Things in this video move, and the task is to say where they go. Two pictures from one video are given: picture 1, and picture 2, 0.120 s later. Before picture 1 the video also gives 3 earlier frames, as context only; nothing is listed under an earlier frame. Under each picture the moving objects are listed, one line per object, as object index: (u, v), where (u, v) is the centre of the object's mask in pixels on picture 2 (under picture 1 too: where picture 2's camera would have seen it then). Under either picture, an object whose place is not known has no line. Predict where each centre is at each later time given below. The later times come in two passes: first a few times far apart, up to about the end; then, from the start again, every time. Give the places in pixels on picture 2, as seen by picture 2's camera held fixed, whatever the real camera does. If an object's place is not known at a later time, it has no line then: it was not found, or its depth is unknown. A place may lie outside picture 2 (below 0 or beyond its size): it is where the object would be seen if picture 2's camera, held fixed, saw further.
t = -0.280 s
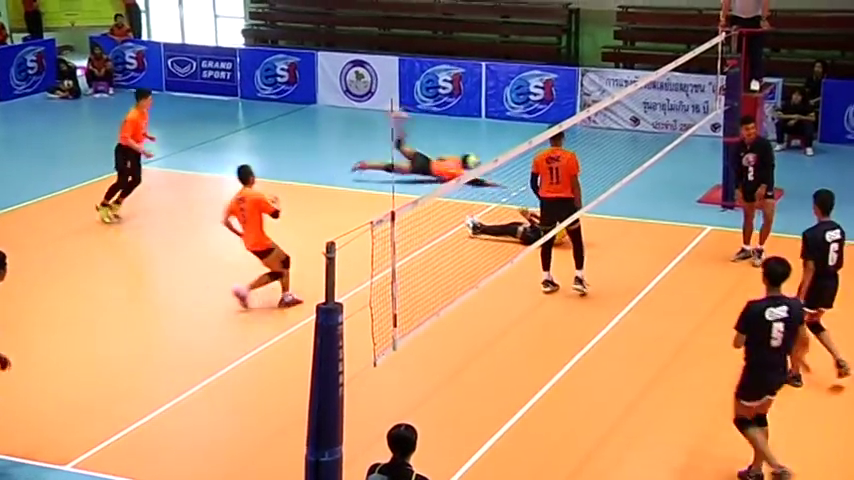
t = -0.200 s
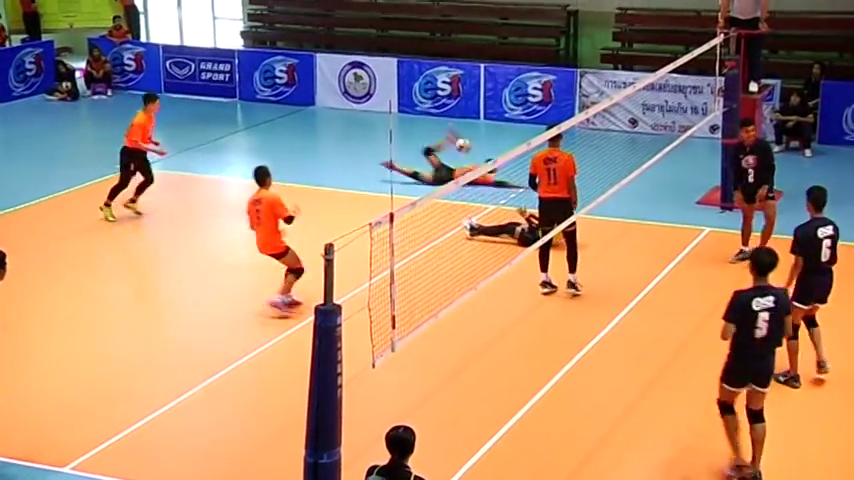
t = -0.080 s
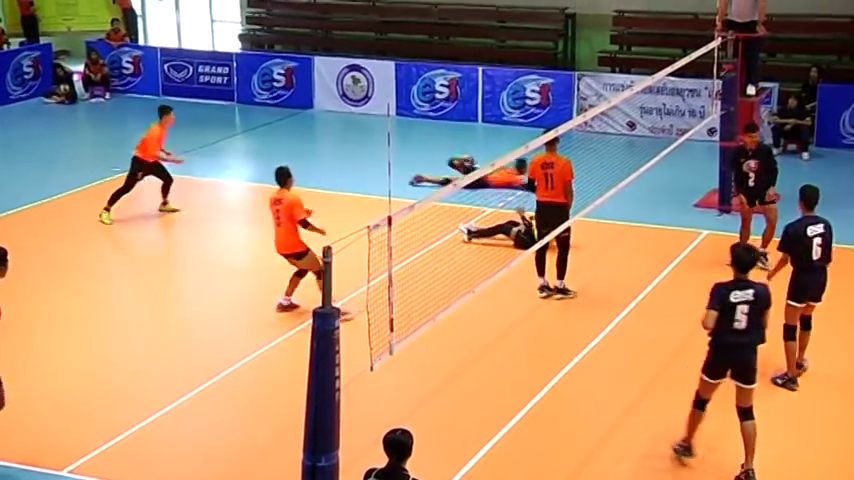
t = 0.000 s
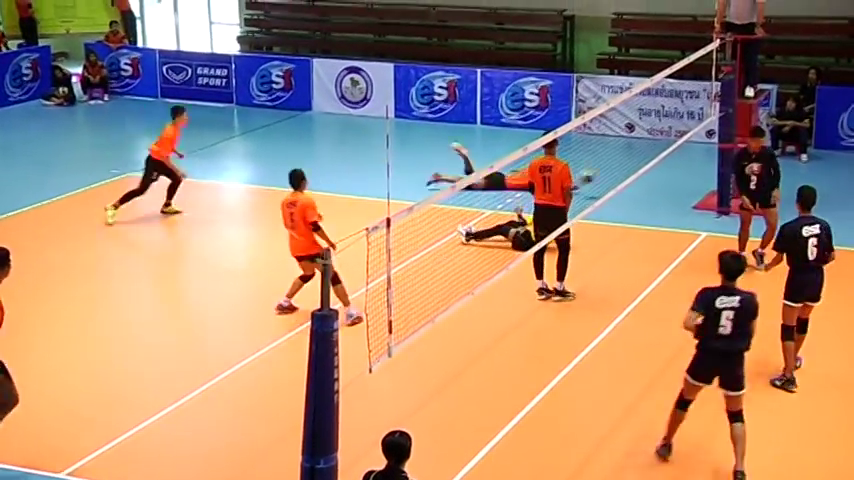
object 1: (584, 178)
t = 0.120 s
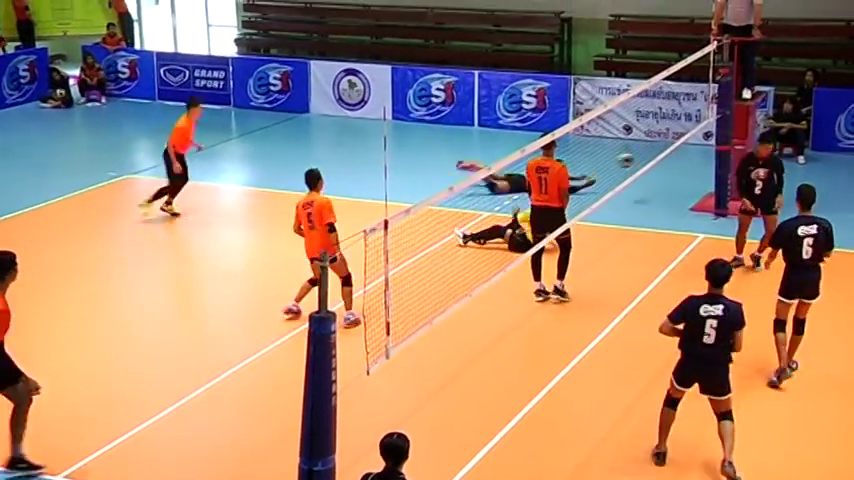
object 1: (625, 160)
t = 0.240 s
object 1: (667, 151)
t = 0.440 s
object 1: (713, 153)
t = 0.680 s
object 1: (695, 180)
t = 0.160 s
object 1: (640, 155)
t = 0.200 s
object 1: (652, 152)
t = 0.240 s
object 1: (667, 151)
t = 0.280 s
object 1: (682, 151)
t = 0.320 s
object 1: (695, 151)
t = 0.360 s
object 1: (709, 152)
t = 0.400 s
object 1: (713, 152)
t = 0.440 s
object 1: (713, 153)
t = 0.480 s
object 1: (711, 156)
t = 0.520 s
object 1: (709, 158)
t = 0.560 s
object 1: (706, 162)
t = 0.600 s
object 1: (703, 167)
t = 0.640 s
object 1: (699, 173)
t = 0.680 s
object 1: (695, 180)
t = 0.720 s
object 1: (692, 187)
